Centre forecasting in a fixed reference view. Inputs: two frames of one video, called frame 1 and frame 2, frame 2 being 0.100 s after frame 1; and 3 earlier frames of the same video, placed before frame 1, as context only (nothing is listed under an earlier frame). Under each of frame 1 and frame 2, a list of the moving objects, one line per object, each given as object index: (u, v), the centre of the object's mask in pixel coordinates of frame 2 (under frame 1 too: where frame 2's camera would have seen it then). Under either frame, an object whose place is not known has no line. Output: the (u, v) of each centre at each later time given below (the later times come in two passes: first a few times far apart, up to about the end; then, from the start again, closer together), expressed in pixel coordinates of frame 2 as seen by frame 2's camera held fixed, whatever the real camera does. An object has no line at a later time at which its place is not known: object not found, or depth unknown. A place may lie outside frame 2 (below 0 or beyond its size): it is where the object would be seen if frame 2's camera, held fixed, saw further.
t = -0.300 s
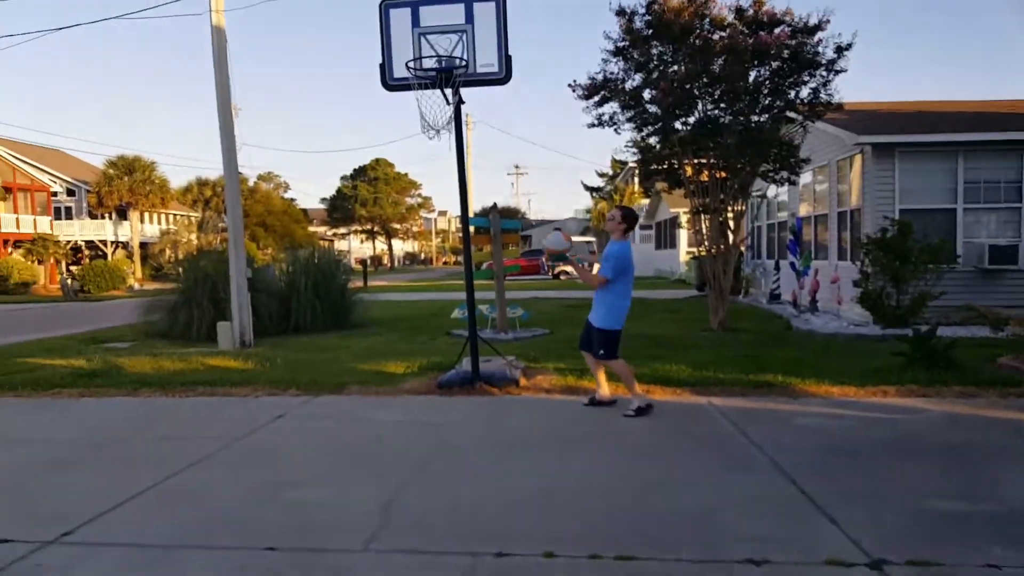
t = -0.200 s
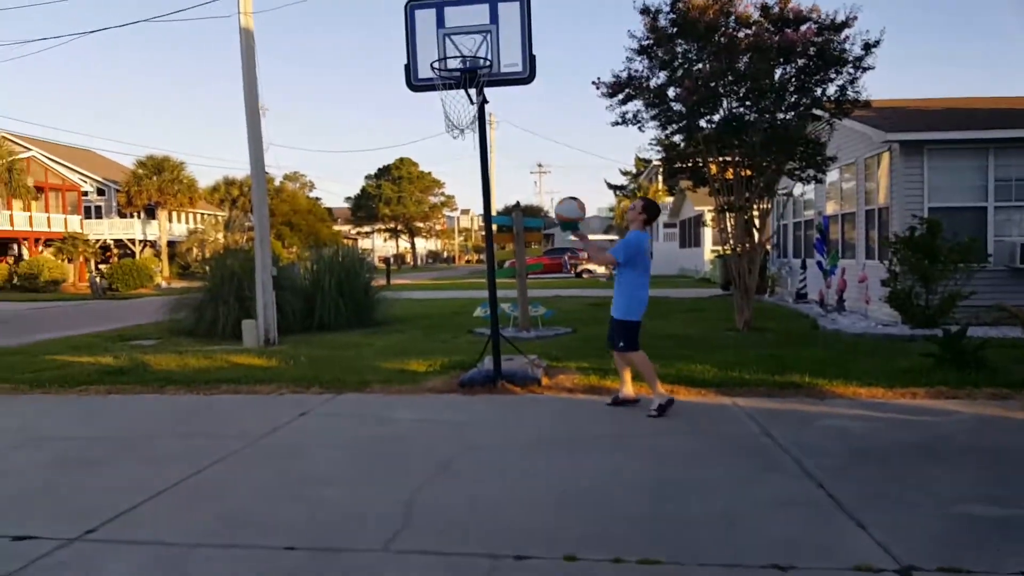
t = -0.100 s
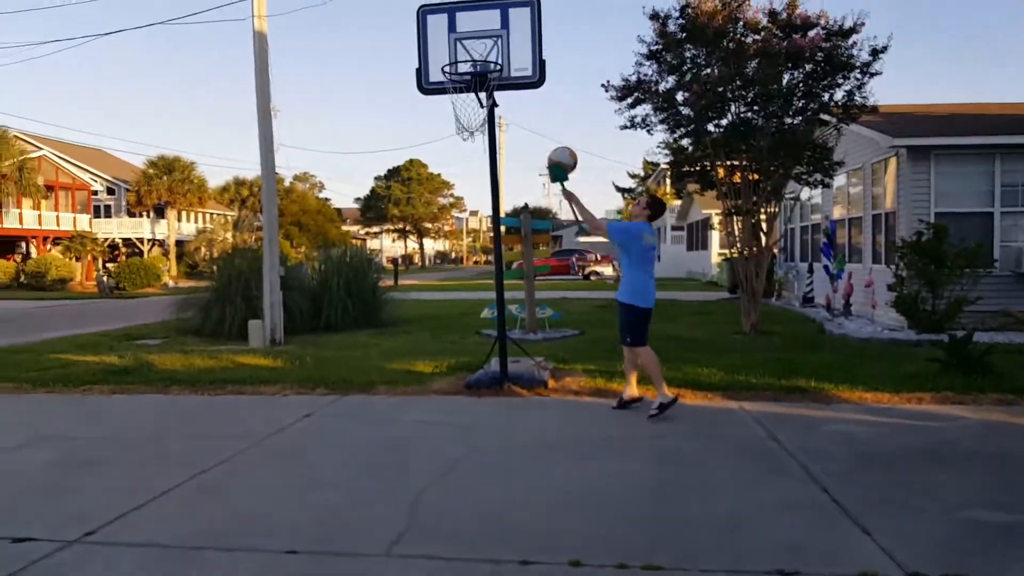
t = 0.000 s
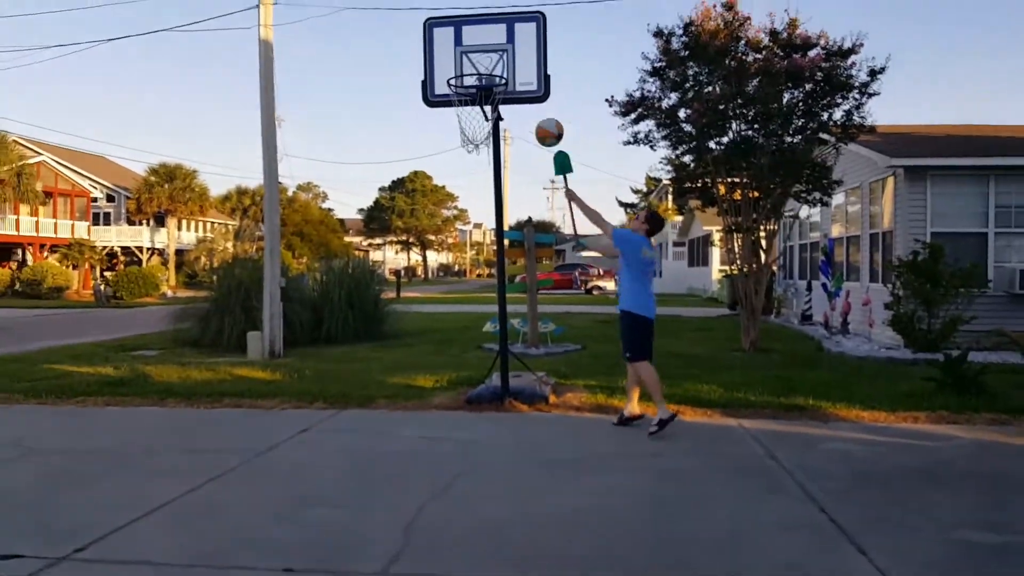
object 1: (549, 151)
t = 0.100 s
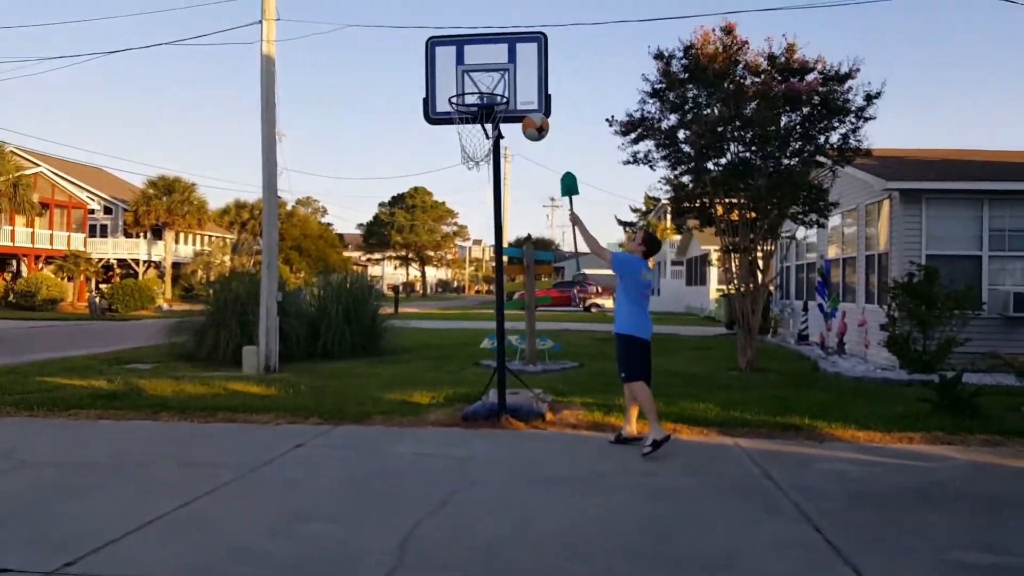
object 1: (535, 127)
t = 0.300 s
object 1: (513, 161)
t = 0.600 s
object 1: (481, 309)
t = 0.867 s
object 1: (459, 370)
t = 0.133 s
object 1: (532, 129)
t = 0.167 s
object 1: (530, 131)
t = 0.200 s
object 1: (526, 136)
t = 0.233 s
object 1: (522, 143)
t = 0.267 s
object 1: (518, 151)
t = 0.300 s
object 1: (513, 161)
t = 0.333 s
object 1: (510, 171)
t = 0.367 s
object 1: (506, 183)
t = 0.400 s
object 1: (502, 196)
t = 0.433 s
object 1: (499, 210)
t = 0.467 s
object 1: (495, 227)
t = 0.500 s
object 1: (492, 244)
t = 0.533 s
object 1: (488, 265)
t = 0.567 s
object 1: (485, 286)
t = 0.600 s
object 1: (481, 309)
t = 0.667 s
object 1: (472, 359)
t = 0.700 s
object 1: (468, 387)
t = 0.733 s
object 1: (464, 419)
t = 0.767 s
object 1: (461, 434)
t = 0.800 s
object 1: (460, 412)
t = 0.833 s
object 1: (459, 391)
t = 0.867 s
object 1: (459, 370)
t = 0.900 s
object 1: (458, 352)
